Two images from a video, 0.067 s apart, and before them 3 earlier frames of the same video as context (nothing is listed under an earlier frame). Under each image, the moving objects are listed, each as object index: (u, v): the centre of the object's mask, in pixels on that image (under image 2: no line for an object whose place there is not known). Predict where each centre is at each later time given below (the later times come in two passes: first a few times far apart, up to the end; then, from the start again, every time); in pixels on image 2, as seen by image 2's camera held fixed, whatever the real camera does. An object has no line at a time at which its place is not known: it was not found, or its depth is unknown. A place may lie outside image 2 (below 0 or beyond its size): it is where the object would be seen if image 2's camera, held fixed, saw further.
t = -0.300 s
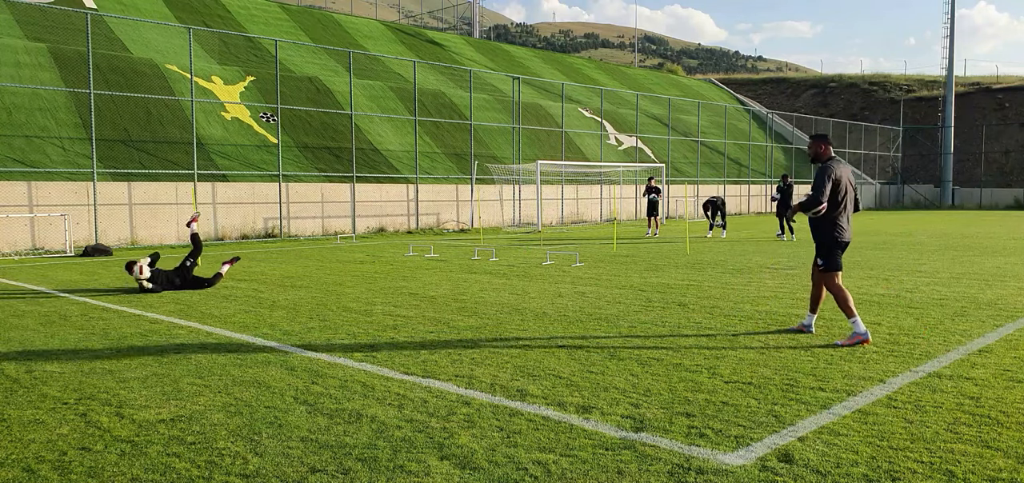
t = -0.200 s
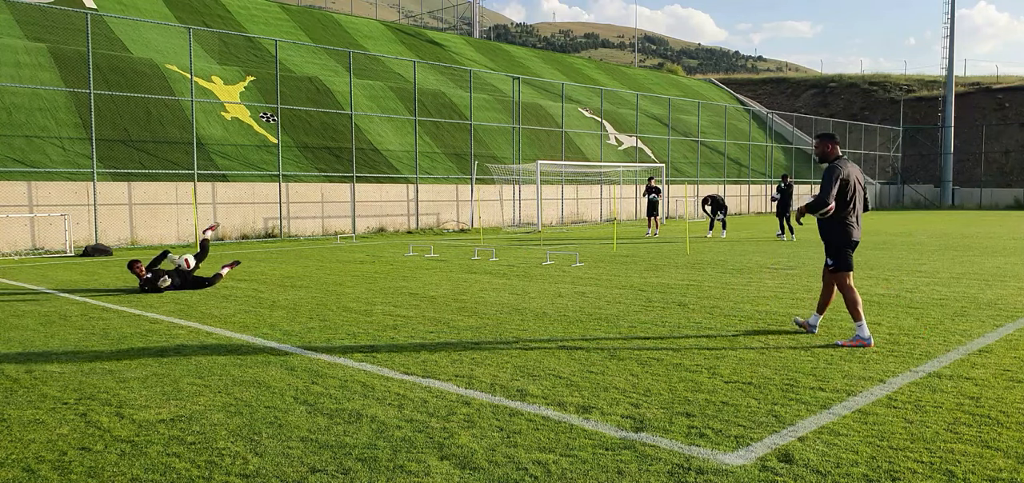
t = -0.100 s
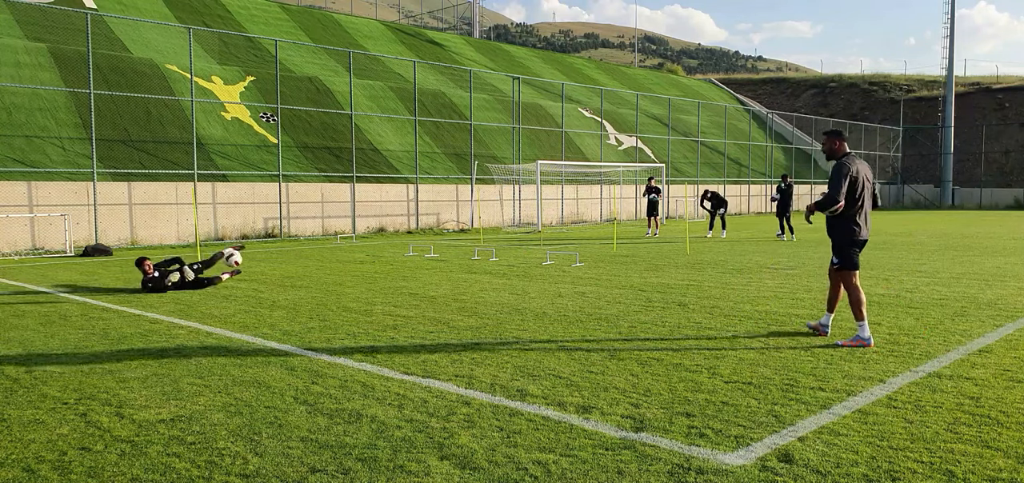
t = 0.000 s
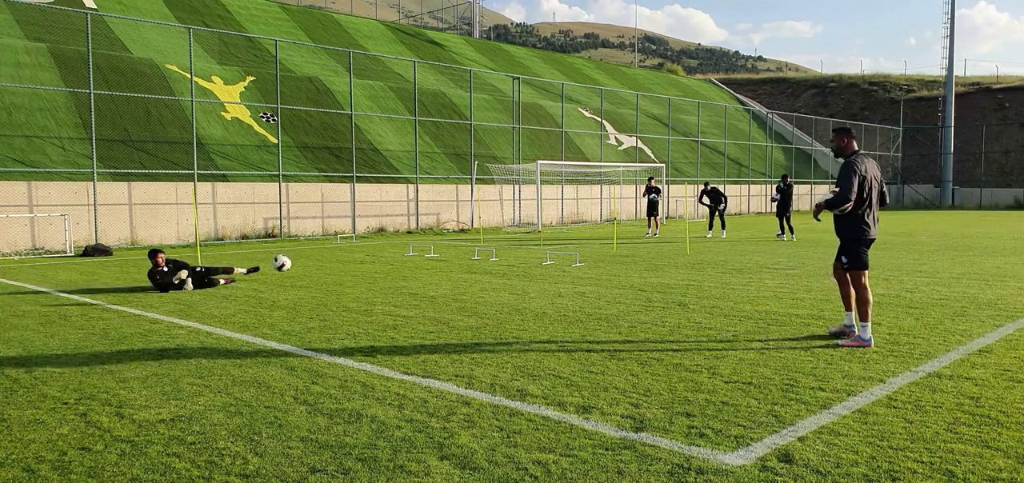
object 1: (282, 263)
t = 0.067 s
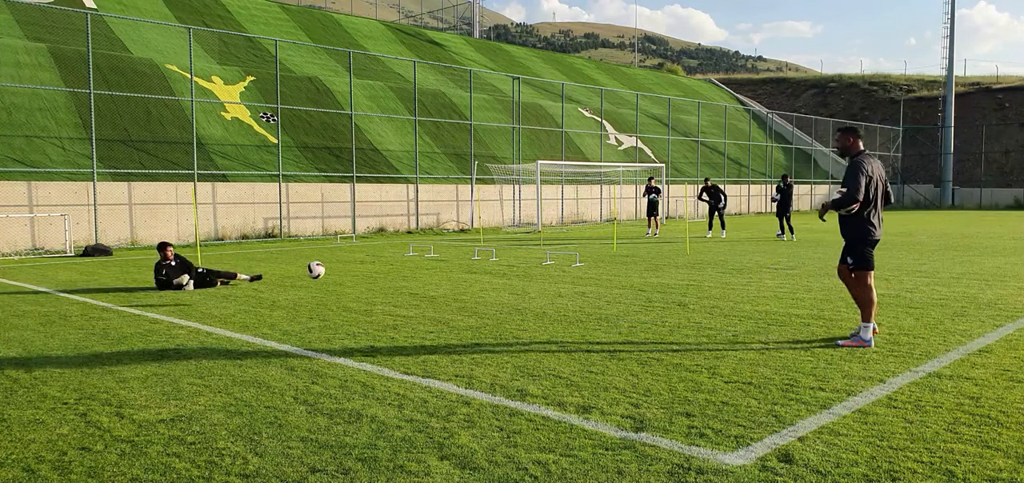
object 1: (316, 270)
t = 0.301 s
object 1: (414, 286)
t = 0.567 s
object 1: (488, 287)
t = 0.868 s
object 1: (583, 298)
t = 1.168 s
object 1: (688, 309)
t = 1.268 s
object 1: (723, 309)
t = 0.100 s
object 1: (333, 274)
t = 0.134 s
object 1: (350, 280)
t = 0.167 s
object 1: (367, 287)
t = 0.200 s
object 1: (384, 295)
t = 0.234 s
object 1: (396, 294)
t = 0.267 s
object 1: (405, 290)
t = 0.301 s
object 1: (414, 286)
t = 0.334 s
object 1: (423, 282)
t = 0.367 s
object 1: (432, 280)
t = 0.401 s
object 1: (441, 279)
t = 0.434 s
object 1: (450, 279)
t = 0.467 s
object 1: (459, 279)
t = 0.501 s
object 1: (469, 281)
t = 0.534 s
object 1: (478, 283)
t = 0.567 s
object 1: (488, 287)
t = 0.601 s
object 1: (497, 291)
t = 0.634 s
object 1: (507, 296)
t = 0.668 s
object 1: (516, 302)
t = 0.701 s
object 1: (527, 299)
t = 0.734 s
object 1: (538, 297)
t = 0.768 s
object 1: (549, 296)
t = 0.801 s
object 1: (560, 296)
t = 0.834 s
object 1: (571, 297)
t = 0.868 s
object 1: (583, 298)
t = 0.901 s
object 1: (594, 301)
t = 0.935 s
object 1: (605, 305)
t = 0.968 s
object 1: (617, 305)
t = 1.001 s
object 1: (629, 304)
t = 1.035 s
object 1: (640, 304)
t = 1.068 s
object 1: (652, 304)
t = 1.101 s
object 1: (664, 306)
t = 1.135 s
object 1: (676, 309)
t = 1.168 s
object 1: (688, 309)
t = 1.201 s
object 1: (700, 308)
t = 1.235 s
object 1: (712, 308)
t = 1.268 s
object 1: (723, 309)
